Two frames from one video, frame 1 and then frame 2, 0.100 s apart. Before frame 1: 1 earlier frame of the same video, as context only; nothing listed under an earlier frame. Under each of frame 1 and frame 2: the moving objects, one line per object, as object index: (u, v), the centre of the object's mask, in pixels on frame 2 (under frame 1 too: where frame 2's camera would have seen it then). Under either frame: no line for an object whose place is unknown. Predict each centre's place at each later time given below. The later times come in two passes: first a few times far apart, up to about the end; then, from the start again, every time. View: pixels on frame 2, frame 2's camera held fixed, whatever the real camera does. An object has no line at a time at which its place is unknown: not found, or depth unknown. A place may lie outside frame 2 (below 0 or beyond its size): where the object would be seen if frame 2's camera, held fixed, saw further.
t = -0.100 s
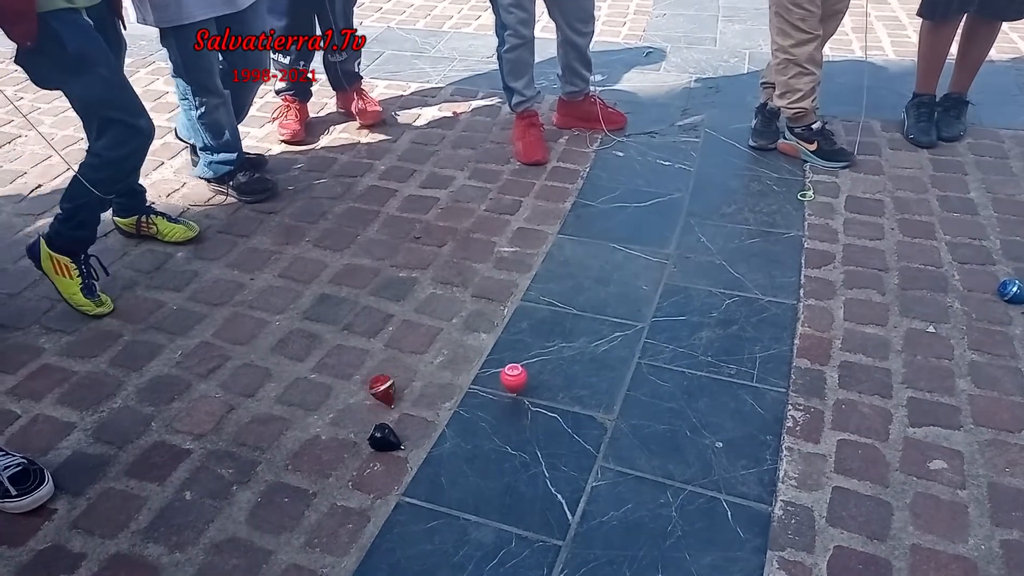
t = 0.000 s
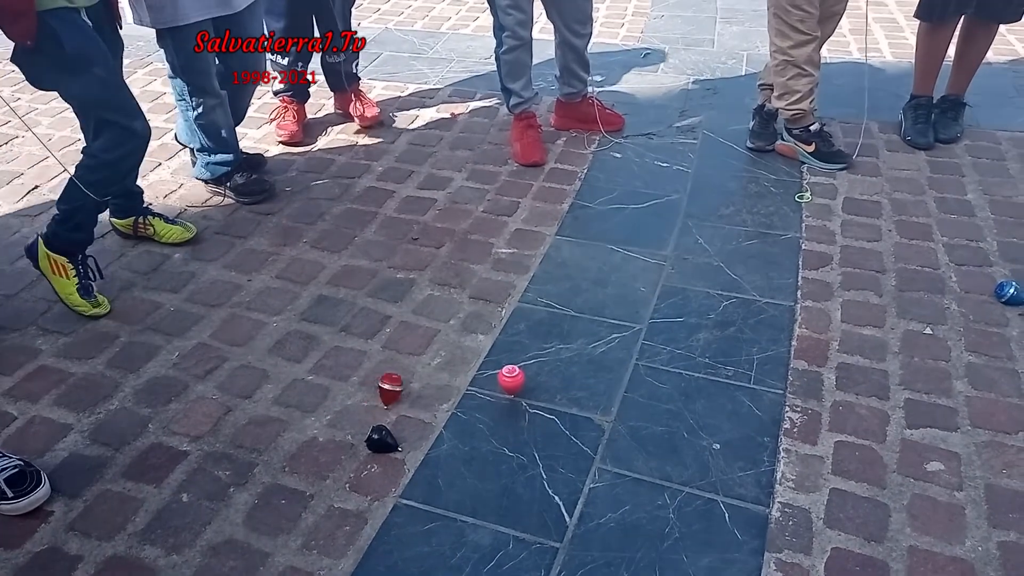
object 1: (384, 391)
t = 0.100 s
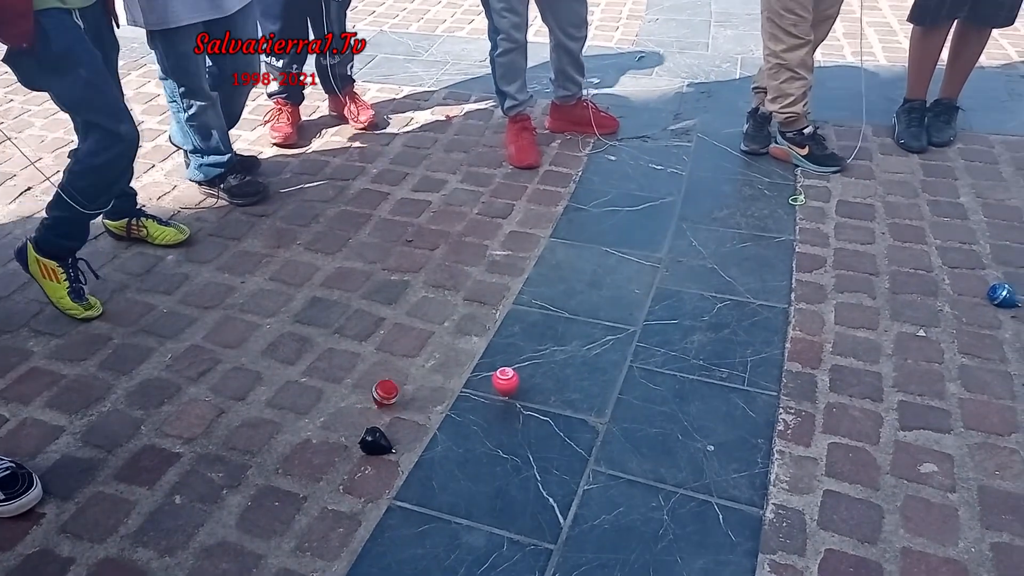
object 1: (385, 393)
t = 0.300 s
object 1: (370, 395)
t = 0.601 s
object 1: (379, 394)
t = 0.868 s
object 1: (369, 392)
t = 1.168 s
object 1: (367, 400)
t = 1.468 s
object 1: (377, 393)
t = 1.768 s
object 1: (362, 396)
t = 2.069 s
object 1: (383, 397)
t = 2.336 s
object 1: (364, 397)
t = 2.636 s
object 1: (384, 396)
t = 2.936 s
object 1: (366, 400)
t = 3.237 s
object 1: (377, 397)
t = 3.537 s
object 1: (367, 399)
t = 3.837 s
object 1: (370, 398)
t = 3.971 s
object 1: (362, 395)
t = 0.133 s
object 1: (382, 394)
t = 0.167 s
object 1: (380, 395)
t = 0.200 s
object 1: (377, 396)
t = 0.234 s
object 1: (374, 396)
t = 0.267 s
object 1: (371, 395)
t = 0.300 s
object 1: (370, 395)
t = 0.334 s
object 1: (370, 393)
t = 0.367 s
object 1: (372, 392)
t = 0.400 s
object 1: (374, 391)
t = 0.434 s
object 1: (376, 390)
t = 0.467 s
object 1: (379, 390)
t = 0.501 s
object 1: (381, 390)
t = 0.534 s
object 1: (381, 390)
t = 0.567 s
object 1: (381, 392)
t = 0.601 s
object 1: (379, 394)
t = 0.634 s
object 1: (377, 396)
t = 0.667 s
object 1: (373, 397)
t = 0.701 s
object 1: (369, 396)
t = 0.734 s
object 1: (366, 396)
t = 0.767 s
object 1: (366, 395)
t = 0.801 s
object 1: (366, 394)
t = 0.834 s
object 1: (367, 393)
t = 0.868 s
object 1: (369, 392)
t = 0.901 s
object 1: (371, 391)
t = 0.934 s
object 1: (375, 391)
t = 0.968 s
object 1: (377, 391)
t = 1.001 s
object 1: (379, 392)
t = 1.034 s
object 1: (379, 394)
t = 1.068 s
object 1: (378, 395)
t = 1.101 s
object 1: (376, 398)
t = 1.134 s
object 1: (371, 400)
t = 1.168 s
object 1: (367, 400)
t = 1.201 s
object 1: (363, 400)
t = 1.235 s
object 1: (362, 397)
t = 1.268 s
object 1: (362, 396)
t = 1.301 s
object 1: (363, 394)
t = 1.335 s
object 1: (366, 393)
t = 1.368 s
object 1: (370, 392)
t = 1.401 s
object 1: (371, 392)
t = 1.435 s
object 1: (374, 392)
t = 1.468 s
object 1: (377, 393)
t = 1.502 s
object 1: (379, 394)
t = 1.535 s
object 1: (380, 396)
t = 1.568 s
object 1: (379, 397)
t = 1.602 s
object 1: (376, 400)
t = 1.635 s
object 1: (372, 401)
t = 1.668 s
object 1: (367, 401)
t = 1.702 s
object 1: (364, 399)
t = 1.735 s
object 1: (362, 398)
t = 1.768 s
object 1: (362, 396)
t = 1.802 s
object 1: (363, 395)
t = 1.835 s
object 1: (364, 394)
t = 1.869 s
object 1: (367, 392)
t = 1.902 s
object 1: (371, 391)
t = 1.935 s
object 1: (374, 392)
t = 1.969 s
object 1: (378, 393)
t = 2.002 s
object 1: (381, 394)
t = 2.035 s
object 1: (383, 395)
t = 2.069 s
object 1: (383, 397)
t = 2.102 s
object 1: (381, 399)
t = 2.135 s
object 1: (377, 401)
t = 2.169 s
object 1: (373, 402)
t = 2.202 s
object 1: (368, 401)
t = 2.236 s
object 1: (364, 400)
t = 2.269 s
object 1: (364, 400)
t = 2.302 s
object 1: (364, 398)
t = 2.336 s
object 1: (364, 397)
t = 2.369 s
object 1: (365, 396)
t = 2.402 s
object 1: (367, 394)
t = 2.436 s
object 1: (370, 392)
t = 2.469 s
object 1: (373, 392)
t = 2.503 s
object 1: (376, 392)
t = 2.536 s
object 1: (379, 393)
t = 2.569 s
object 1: (382, 395)
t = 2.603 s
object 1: (383, 395)
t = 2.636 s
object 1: (384, 396)
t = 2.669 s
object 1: (384, 397)
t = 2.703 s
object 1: (382, 398)
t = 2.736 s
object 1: (379, 399)
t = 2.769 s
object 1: (376, 400)
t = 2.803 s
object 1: (372, 402)
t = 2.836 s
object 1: (369, 402)
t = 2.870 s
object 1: (367, 402)
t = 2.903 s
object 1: (366, 400)
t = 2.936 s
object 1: (366, 400)
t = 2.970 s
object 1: (366, 398)
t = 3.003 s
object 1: (368, 398)
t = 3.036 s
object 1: (369, 397)
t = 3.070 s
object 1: (370, 396)
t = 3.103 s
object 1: (372, 396)
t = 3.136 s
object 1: (374, 396)
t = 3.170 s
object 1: (375, 397)
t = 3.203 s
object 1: (376, 398)
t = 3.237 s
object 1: (377, 397)
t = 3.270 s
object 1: (377, 397)
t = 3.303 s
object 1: (378, 398)
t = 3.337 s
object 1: (378, 398)
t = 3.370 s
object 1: (376, 400)
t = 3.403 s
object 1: (373, 401)
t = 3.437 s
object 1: (370, 401)
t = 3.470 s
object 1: (367, 401)
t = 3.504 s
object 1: (367, 400)
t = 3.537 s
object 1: (367, 399)
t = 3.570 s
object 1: (367, 399)
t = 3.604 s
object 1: (368, 399)
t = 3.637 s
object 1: (369, 399)
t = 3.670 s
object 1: (370, 400)
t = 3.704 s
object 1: (370, 400)
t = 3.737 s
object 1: (371, 399)
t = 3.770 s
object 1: (372, 399)
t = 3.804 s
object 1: (371, 398)
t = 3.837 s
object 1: (370, 398)
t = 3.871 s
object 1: (368, 398)
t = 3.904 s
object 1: (368, 397)
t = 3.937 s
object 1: (365, 396)
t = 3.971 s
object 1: (362, 395)
